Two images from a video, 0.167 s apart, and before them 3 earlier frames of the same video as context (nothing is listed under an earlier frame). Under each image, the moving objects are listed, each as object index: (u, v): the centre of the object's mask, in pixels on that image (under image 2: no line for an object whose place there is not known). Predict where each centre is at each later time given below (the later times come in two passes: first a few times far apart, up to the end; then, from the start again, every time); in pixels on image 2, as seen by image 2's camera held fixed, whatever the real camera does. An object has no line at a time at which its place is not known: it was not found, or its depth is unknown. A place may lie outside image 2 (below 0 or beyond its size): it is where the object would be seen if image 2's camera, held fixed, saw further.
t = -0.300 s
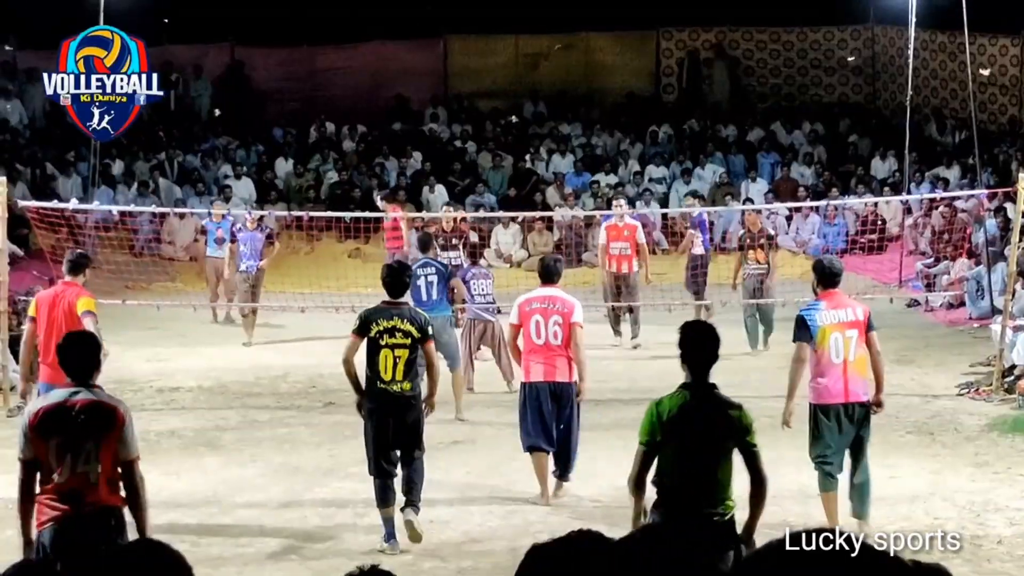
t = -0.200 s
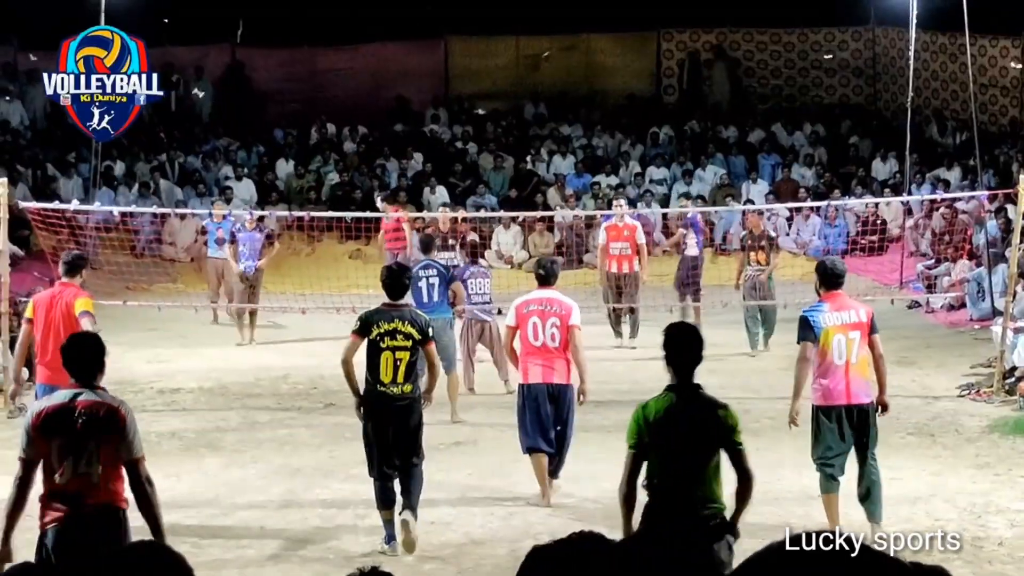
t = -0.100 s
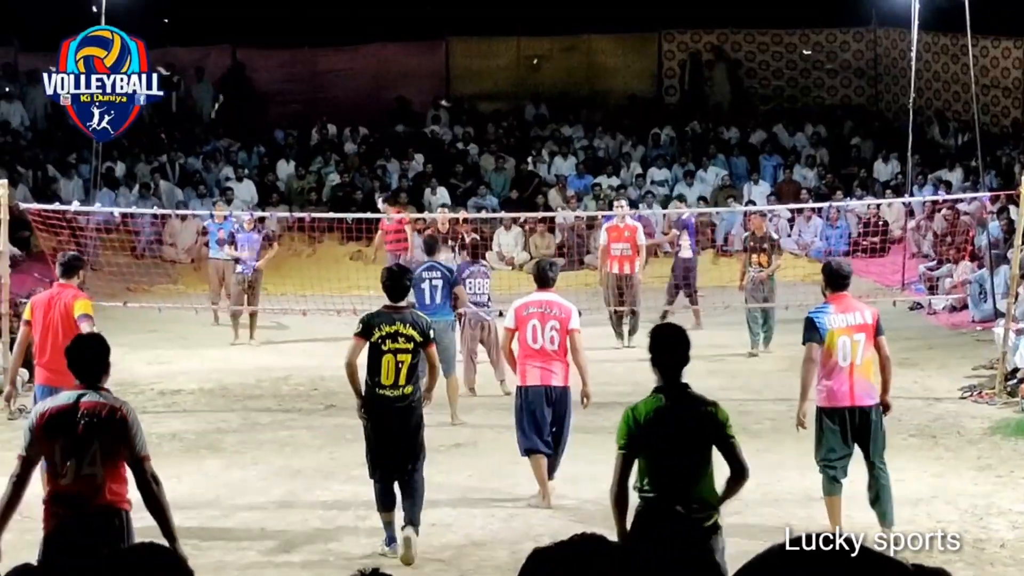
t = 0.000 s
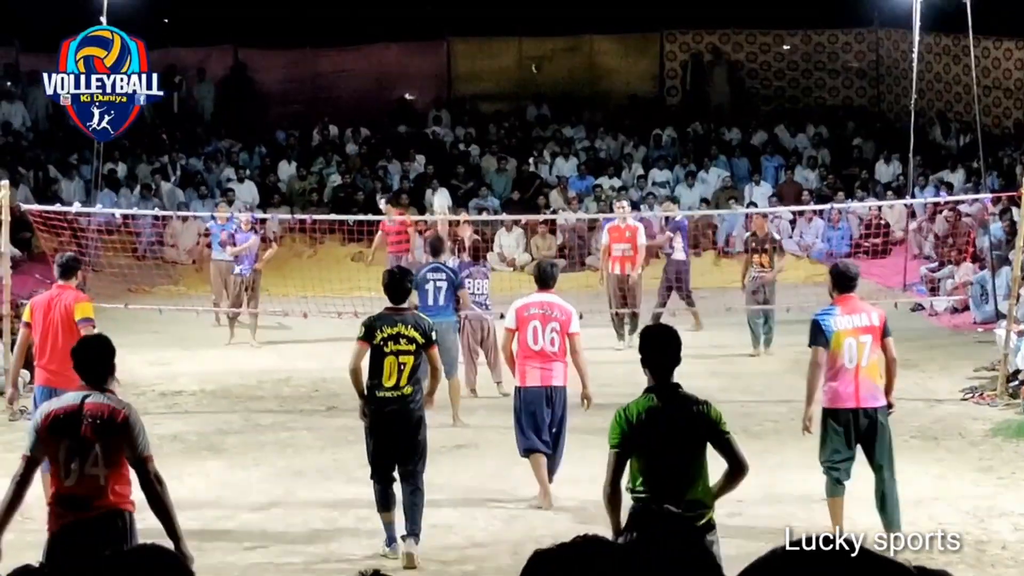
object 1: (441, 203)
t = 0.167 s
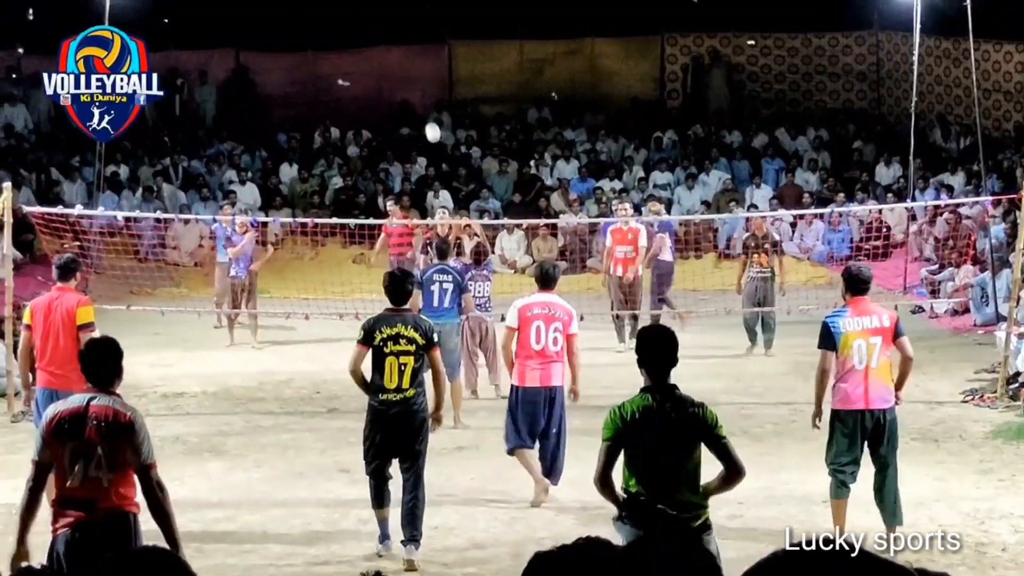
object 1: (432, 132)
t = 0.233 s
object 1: (429, 111)
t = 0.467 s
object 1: (418, 73)
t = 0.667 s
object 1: (411, 80)
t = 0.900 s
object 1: (402, 131)
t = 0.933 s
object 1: (401, 142)
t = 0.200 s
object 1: (431, 122)
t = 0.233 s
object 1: (429, 111)
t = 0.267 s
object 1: (427, 103)
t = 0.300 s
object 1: (426, 95)
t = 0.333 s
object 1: (424, 88)
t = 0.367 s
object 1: (422, 83)
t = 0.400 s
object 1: (421, 78)
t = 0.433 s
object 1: (420, 75)
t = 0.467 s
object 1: (418, 73)
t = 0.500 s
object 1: (417, 72)
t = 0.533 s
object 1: (416, 71)
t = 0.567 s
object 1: (414, 72)
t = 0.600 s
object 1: (413, 73)
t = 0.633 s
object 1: (412, 76)
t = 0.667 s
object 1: (411, 80)
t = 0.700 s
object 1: (409, 84)
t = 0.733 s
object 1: (408, 90)
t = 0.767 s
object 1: (407, 96)
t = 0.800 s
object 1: (405, 103)
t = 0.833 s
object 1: (404, 112)
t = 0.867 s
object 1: (403, 121)
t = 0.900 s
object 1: (402, 131)
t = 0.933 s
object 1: (401, 142)
